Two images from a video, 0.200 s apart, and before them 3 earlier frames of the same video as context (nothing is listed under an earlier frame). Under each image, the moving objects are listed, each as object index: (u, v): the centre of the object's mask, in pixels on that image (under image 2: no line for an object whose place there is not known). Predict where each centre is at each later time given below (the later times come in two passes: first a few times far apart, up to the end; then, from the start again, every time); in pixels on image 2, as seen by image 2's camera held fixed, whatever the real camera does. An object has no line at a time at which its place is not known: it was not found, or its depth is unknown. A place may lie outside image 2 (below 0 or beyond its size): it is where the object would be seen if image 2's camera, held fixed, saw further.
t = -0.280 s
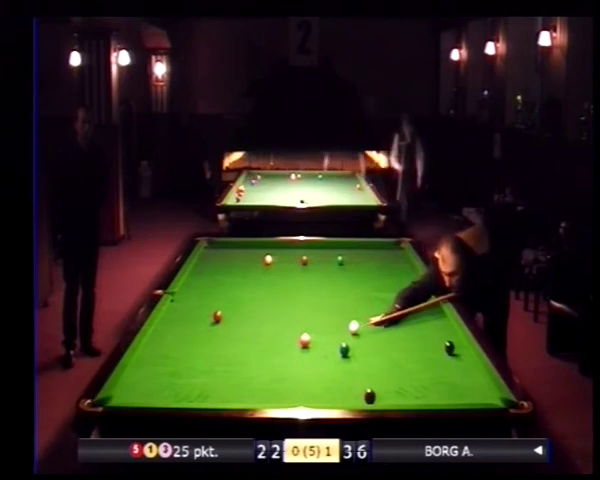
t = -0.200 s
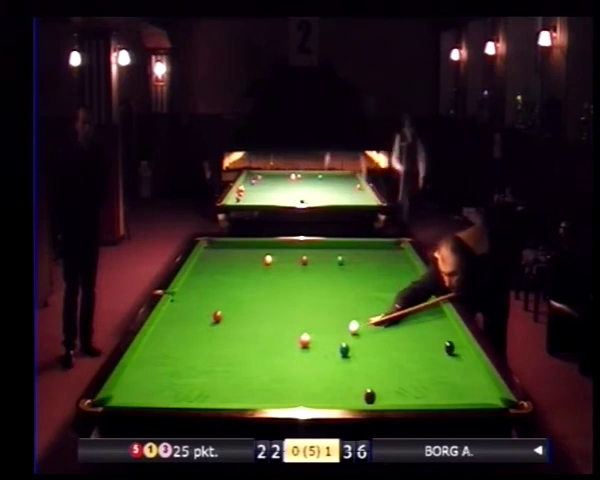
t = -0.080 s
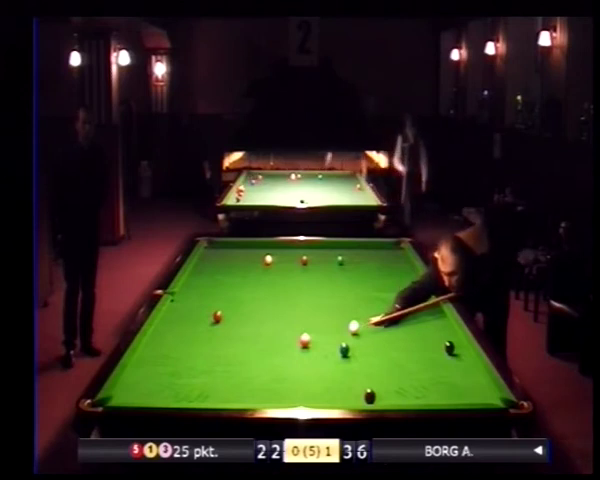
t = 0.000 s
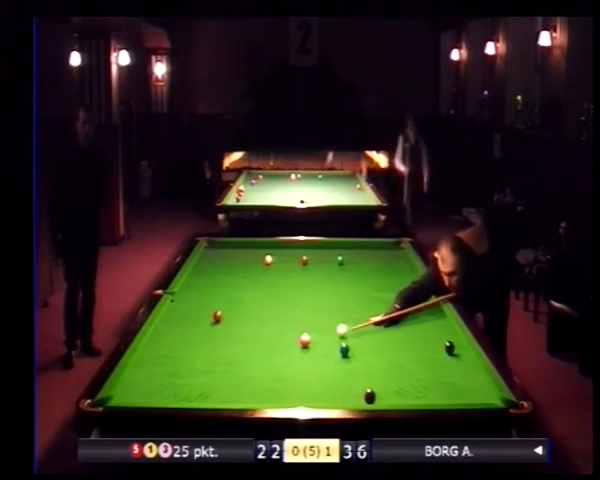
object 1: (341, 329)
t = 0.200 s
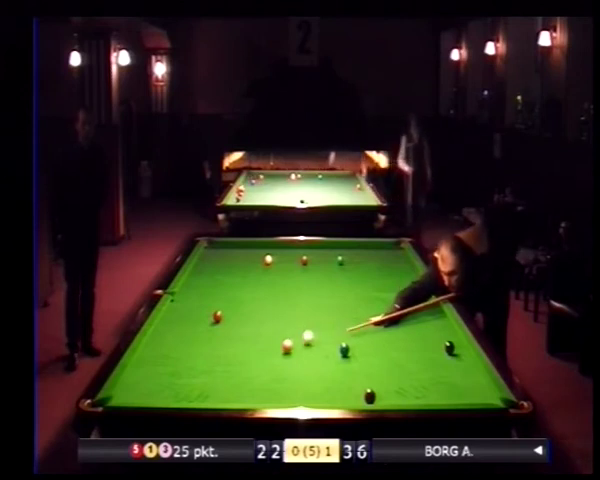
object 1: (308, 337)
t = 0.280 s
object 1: (304, 336)
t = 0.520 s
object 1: (294, 336)
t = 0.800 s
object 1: (284, 334)
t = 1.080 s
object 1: (274, 334)
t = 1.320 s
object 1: (267, 333)
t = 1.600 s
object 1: (260, 332)
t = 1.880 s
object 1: (254, 332)
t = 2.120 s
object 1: (249, 331)
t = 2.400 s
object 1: (246, 331)
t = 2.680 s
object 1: (242, 331)
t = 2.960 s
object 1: (240, 331)
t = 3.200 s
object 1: (239, 331)
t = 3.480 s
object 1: (238, 331)
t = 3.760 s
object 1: (238, 331)
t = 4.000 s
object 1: (238, 331)
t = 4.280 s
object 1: (238, 331)
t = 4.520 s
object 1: (238, 331)
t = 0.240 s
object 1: (306, 337)
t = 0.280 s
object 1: (304, 336)
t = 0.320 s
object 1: (303, 336)
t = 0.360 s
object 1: (301, 336)
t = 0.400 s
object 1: (299, 336)
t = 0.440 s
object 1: (297, 336)
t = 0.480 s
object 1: (296, 336)
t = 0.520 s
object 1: (294, 336)
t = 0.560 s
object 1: (293, 336)
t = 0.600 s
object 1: (291, 335)
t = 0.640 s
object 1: (289, 335)
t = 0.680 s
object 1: (288, 335)
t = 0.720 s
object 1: (287, 335)
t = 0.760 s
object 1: (285, 335)
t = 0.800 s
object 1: (284, 334)
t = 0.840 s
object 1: (282, 334)
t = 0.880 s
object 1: (281, 334)
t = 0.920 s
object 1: (280, 334)
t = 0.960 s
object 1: (278, 334)
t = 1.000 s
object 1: (277, 334)
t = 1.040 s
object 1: (276, 334)
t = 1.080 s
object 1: (274, 334)
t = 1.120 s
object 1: (273, 334)
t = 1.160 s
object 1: (272, 334)
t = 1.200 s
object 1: (271, 333)
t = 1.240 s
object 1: (270, 333)
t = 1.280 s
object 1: (268, 333)
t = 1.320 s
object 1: (267, 333)
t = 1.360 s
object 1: (266, 333)
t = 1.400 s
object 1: (265, 333)
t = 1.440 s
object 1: (264, 333)
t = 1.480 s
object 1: (263, 333)
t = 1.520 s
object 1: (262, 333)
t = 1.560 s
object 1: (261, 332)
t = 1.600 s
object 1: (260, 332)
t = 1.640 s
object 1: (259, 332)
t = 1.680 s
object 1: (258, 332)
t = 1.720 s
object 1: (257, 332)
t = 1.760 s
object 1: (256, 332)
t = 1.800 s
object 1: (255, 332)
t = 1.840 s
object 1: (255, 332)
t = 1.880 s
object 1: (254, 332)
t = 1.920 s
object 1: (253, 332)
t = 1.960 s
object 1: (252, 332)
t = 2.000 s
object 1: (252, 332)
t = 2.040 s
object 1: (251, 331)
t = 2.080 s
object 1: (250, 331)
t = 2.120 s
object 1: (249, 331)
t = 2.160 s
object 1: (249, 331)
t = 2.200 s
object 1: (248, 331)
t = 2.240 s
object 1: (248, 331)
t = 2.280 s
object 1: (247, 331)
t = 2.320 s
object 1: (247, 331)
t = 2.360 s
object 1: (246, 331)
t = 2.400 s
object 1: (246, 331)
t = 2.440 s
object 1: (245, 331)
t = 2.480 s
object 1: (245, 331)
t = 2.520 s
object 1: (244, 331)
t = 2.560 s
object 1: (244, 331)
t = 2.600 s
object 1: (243, 331)
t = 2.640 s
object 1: (243, 331)
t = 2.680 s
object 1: (242, 331)
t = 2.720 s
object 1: (242, 331)
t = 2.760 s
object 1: (242, 331)
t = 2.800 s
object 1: (241, 331)
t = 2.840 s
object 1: (241, 331)
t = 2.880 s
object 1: (241, 331)
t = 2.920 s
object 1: (241, 331)
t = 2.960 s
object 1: (240, 331)
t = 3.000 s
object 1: (240, 331)
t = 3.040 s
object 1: (240, 331)
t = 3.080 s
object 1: (240, 331)
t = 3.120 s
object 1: (239, 331)
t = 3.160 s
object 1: (239, 331)
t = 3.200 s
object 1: (239, 331)
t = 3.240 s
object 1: (239, 331)
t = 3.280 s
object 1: (239, 331)
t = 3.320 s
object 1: (239, 331)
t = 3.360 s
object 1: (239, 331)
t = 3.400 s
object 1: (239, 331)
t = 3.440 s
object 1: (239, 331)
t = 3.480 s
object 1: (238, 331)
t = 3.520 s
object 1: (238, 331)
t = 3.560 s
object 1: (238, 331)
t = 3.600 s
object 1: (238, 331)
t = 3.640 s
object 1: (238, 331)
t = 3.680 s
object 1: (238, 331)
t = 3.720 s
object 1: (238, 331)
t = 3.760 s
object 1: (238, 331)
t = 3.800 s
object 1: (238, 331)
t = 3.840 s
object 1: (238, 331)
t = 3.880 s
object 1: (238, 331)
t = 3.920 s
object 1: (238, 331)
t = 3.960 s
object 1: (238, 331)
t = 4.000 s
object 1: (238, 331)
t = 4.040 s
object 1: (238, 331)
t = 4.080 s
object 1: (238, 331)
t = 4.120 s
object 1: (238, 331)
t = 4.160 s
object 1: (238, 331)
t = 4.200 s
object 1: (238, 331)
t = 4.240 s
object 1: (238, 331)
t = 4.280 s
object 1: (238, 331)
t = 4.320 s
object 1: (238, 331)
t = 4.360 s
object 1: (238, 331)
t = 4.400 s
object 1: (238, 331)
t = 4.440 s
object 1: (238, 331)
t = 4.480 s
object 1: (238, 331)
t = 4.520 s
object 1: (238, 331)
